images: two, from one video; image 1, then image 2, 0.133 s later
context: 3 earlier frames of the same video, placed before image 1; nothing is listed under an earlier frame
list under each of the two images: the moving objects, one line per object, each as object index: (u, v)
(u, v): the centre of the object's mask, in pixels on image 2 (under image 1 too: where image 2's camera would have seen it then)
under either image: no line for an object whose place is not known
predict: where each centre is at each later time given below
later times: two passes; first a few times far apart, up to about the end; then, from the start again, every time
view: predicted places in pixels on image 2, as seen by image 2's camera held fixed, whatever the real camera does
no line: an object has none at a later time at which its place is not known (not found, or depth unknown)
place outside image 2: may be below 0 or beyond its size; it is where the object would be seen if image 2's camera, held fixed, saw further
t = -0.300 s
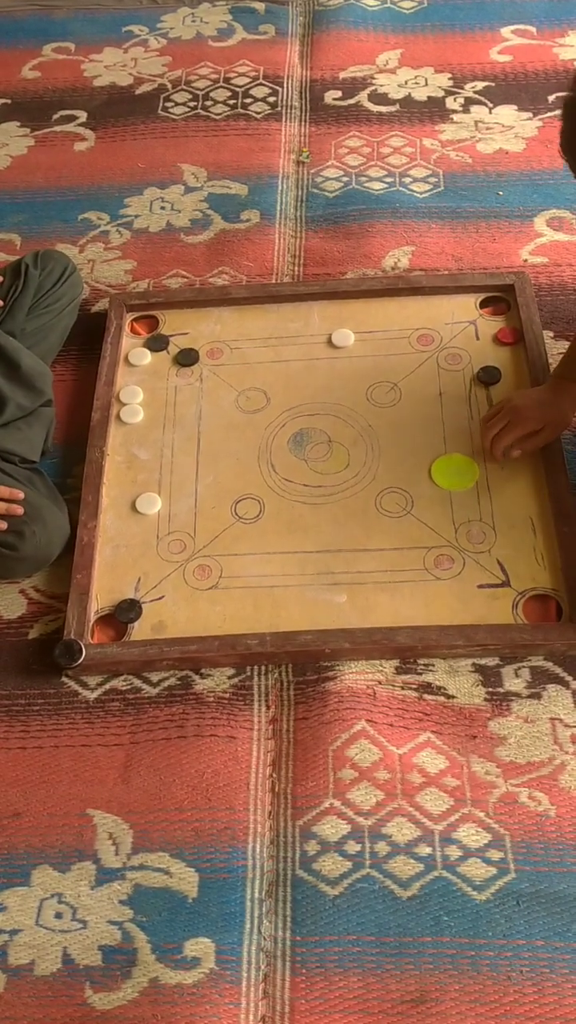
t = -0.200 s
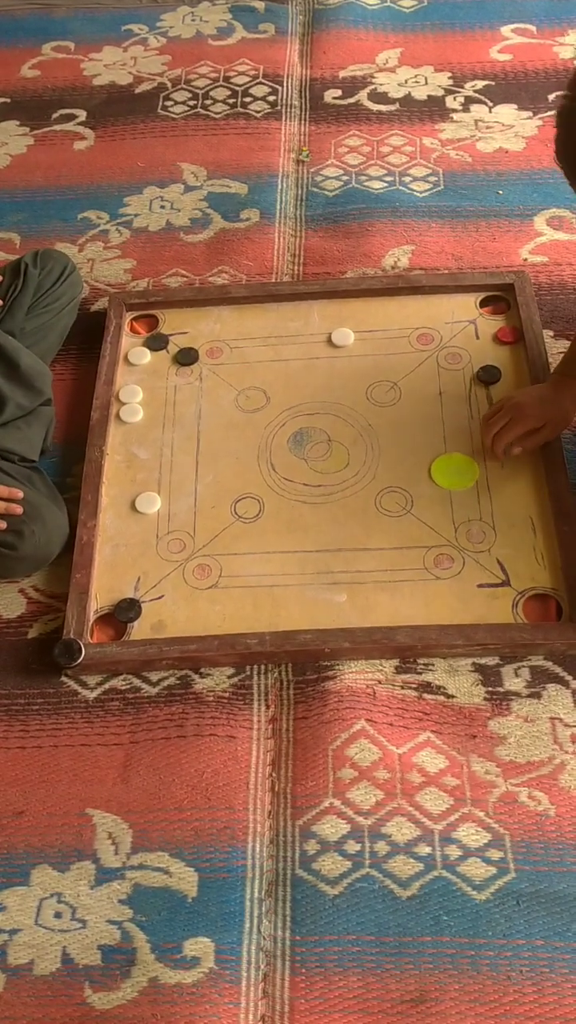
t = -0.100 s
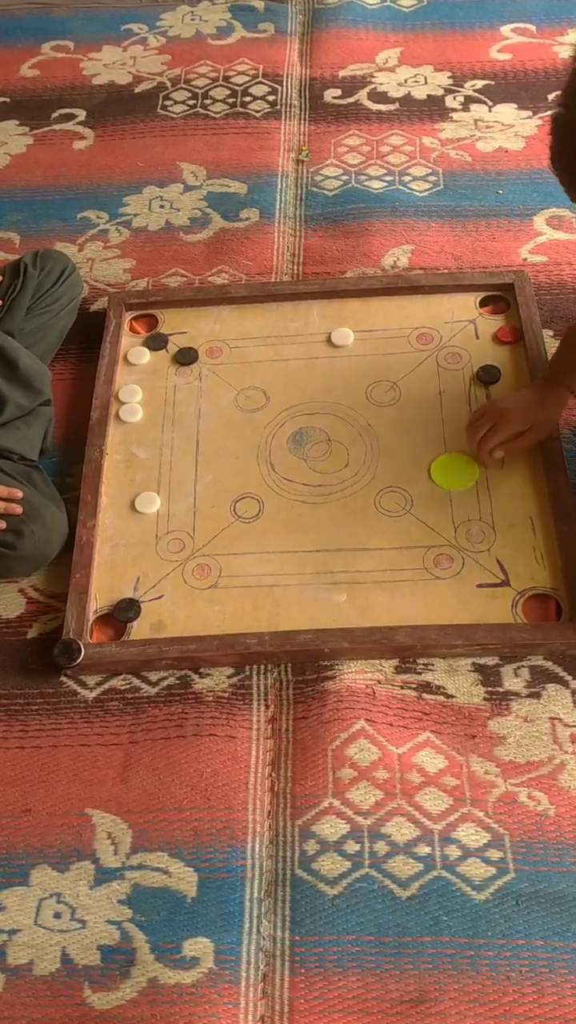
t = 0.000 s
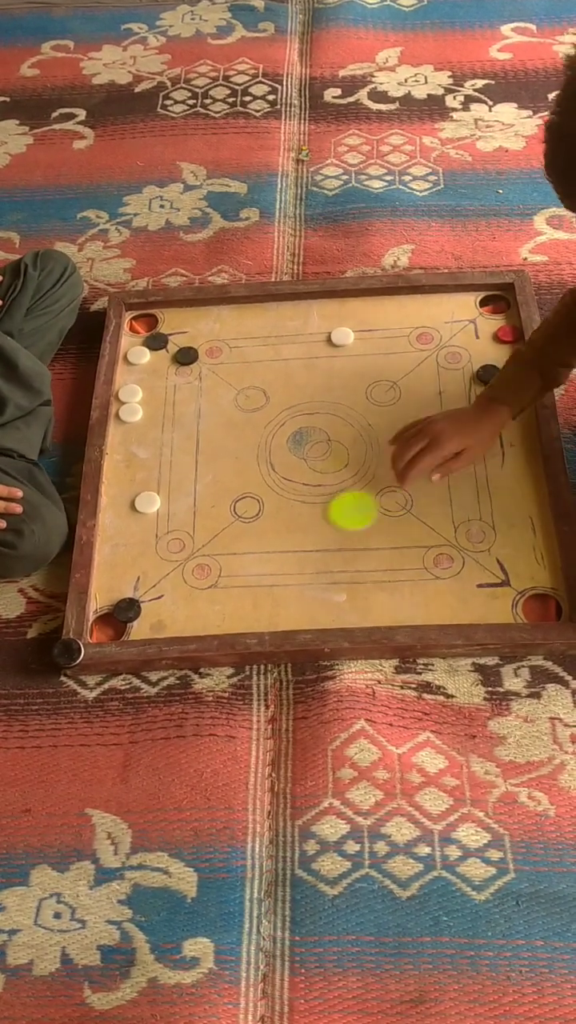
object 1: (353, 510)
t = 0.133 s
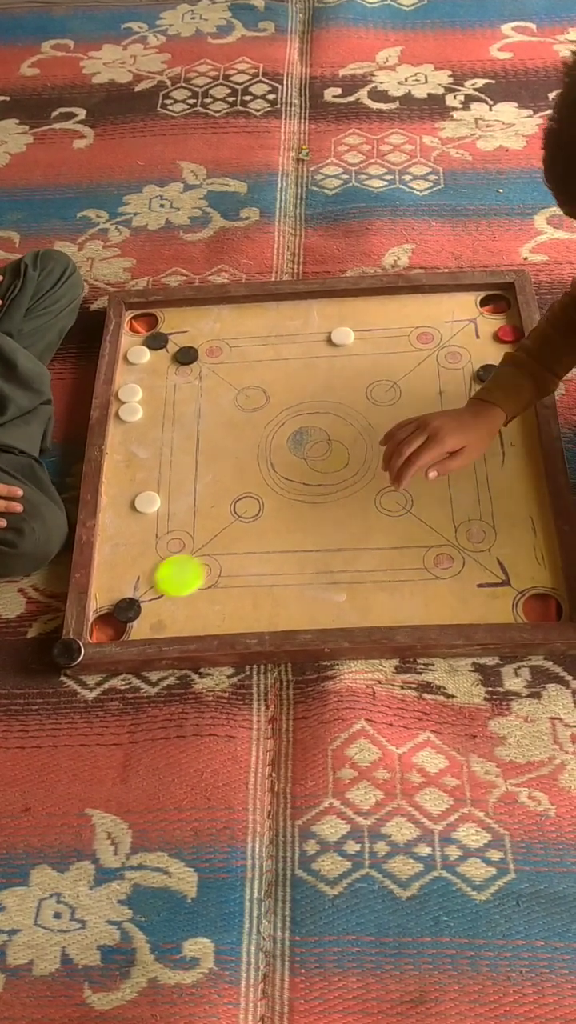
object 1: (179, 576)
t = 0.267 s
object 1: (135, 581)
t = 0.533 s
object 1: (163, 570)
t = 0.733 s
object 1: (163, 570)
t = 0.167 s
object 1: (144, 585)
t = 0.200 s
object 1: (120, 587)
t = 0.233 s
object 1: (125, 584)
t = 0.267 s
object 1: (135, 581)
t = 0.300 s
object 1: (143, 578)
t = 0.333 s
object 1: (150, 576)
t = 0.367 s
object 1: (156, 573)
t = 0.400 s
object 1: (160, 571)
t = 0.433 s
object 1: (162, 570)
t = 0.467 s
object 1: (163, 570)
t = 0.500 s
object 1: (163, 570)
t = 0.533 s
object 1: (163, 570)
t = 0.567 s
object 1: (163, 570)
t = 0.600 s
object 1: (163, 570)
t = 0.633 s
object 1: (163, 570)
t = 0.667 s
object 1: (163, 570)
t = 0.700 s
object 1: (163, 570)
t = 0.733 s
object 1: (163, 570)
